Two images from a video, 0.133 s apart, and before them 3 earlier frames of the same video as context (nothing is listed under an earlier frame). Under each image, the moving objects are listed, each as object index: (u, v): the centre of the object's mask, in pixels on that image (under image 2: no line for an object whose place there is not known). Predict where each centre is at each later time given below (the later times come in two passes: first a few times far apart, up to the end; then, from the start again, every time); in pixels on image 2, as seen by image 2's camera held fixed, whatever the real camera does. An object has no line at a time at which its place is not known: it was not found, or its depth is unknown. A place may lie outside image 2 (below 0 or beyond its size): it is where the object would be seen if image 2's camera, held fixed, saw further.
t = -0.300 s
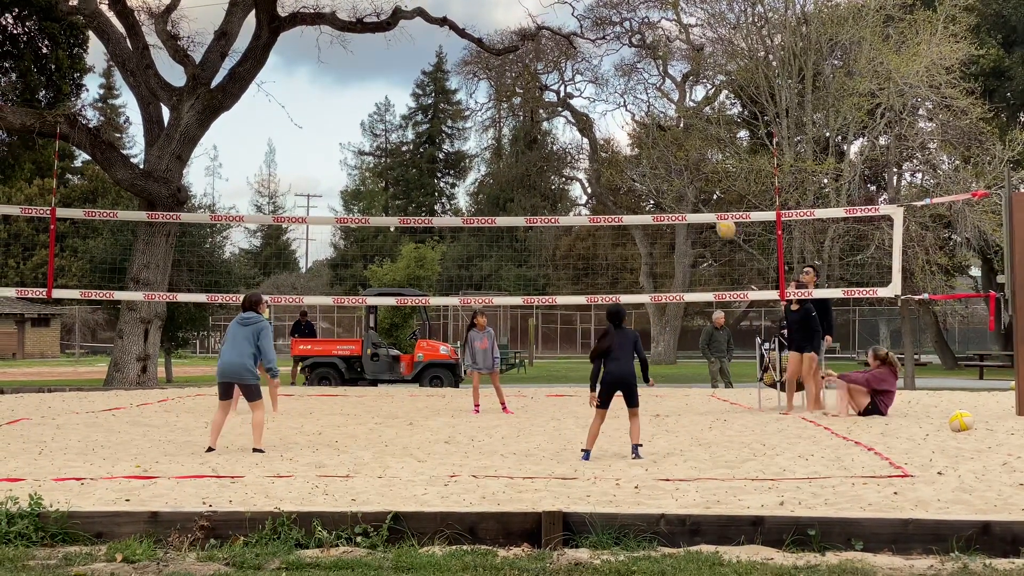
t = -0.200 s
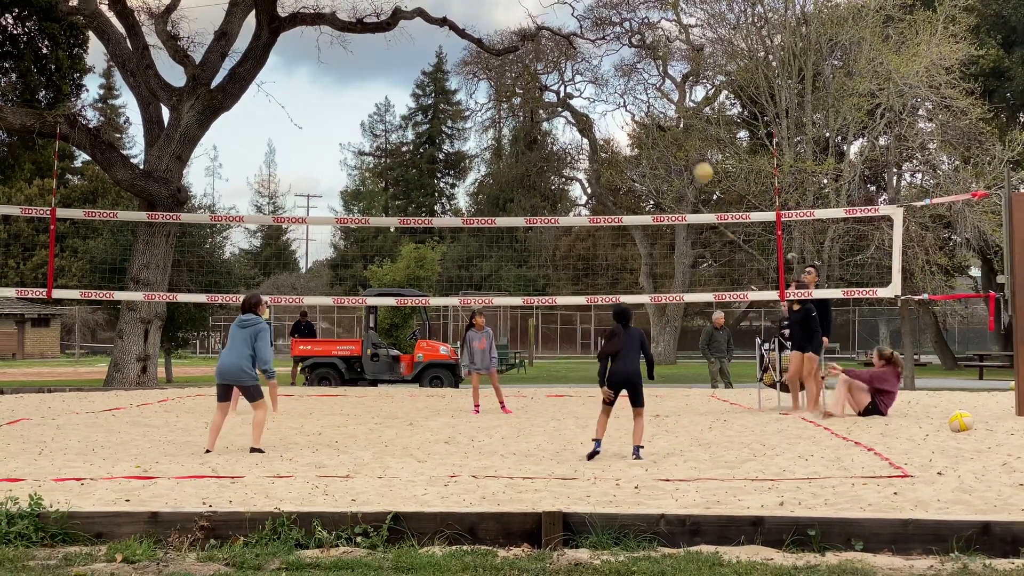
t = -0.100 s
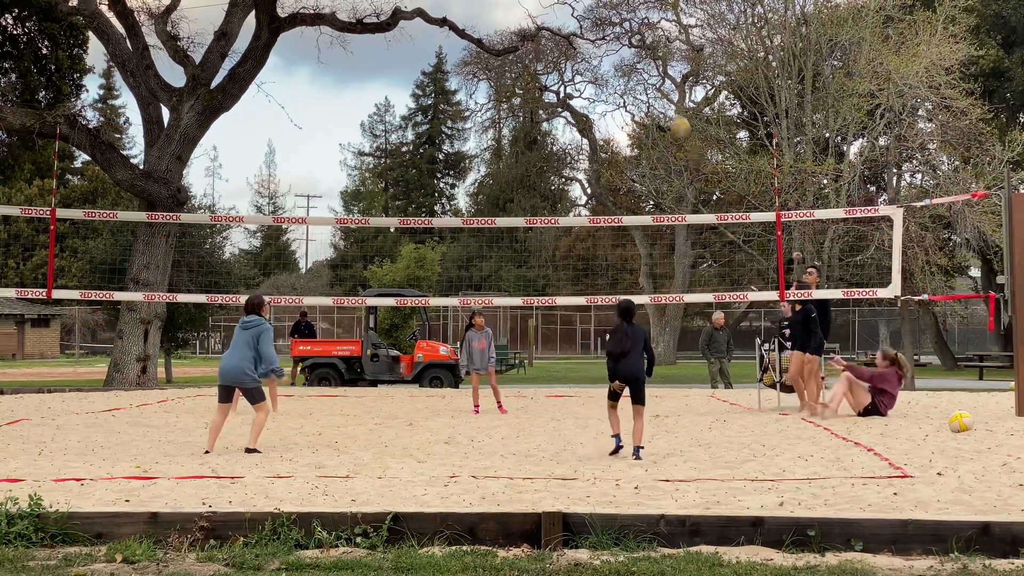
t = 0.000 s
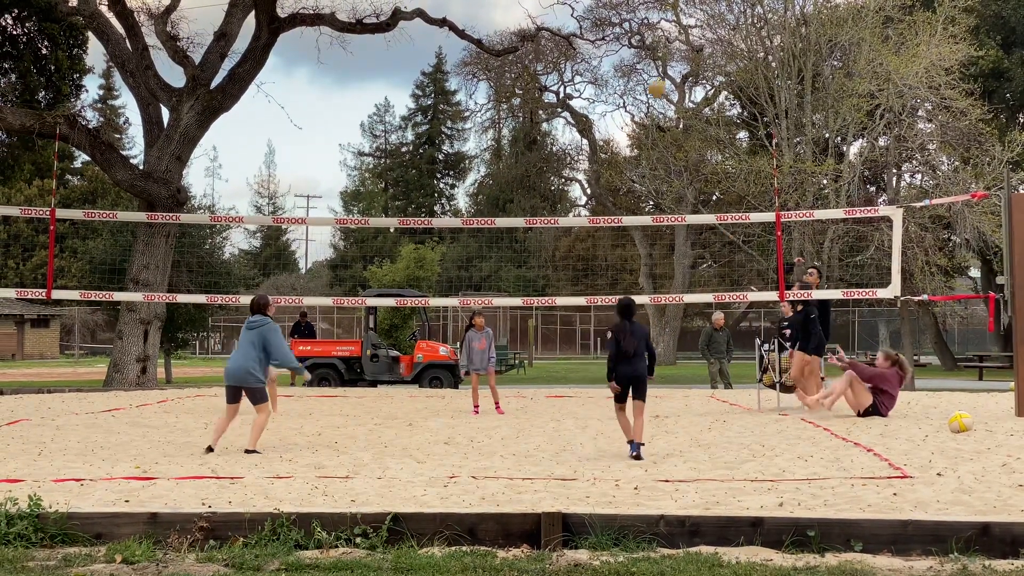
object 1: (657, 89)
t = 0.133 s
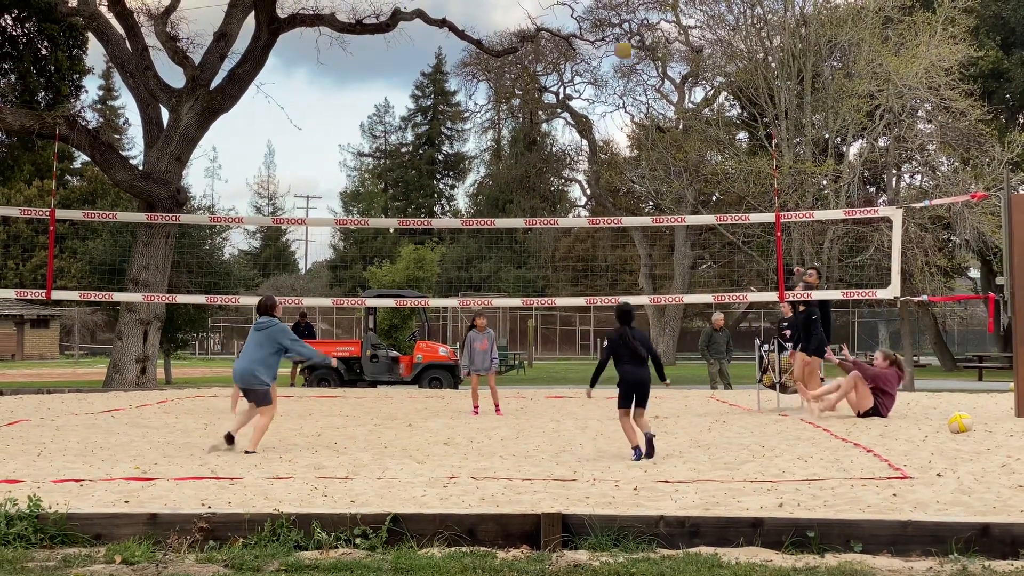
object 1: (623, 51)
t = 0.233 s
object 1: (598, 31)
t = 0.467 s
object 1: (537, 21)
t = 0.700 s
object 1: (474, 63)
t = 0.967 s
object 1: (399, 179)
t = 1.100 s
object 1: (362, 266)
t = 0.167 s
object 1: (614, 43)
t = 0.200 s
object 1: (606, 36)
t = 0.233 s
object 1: (598, 31)
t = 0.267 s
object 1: (589, 25)
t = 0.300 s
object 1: (581, 23)
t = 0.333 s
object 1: (572, 21)
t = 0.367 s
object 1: (564, 19)
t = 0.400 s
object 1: (555, 19)
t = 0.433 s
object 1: (546, 19)
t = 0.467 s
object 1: (537, 21)
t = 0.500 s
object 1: (529, 24)
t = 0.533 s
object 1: (520, 26)
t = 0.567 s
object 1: (511, 32)
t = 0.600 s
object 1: (501, 39)
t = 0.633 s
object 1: (492, 46)
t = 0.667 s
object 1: (483, 54)
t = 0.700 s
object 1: (474, 63)
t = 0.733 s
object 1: (465, 73)
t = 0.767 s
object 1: (454, 85)
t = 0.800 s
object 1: (445, 98)
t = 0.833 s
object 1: (437, 113)
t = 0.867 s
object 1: (427, 128)
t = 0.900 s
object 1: (418, 144)
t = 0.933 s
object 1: (408, 161)
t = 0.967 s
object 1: (399, 179)
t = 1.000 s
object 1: (390, 199)
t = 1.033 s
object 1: (380, 220)
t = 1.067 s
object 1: (371, 242)
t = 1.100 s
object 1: (362, 266)
